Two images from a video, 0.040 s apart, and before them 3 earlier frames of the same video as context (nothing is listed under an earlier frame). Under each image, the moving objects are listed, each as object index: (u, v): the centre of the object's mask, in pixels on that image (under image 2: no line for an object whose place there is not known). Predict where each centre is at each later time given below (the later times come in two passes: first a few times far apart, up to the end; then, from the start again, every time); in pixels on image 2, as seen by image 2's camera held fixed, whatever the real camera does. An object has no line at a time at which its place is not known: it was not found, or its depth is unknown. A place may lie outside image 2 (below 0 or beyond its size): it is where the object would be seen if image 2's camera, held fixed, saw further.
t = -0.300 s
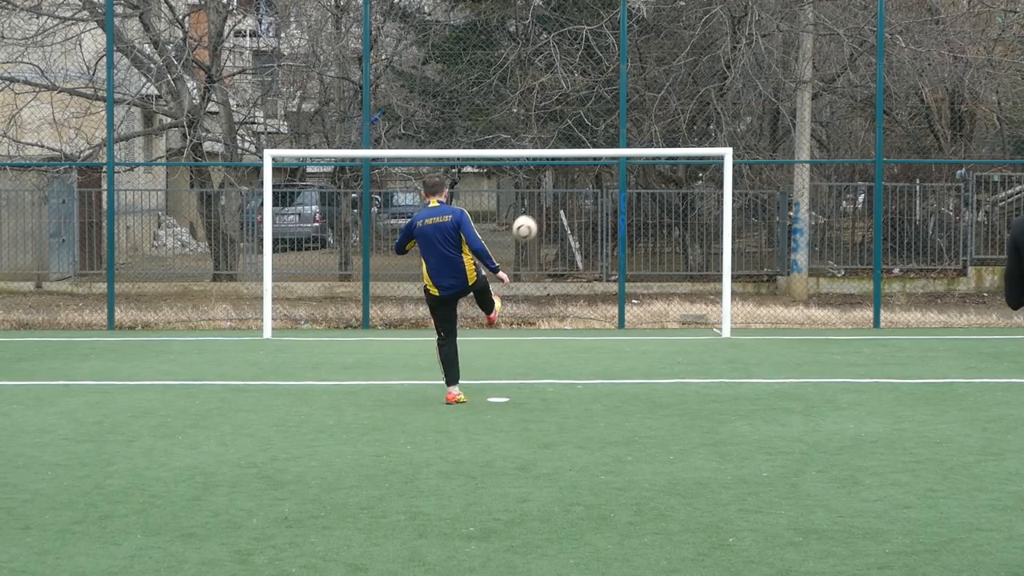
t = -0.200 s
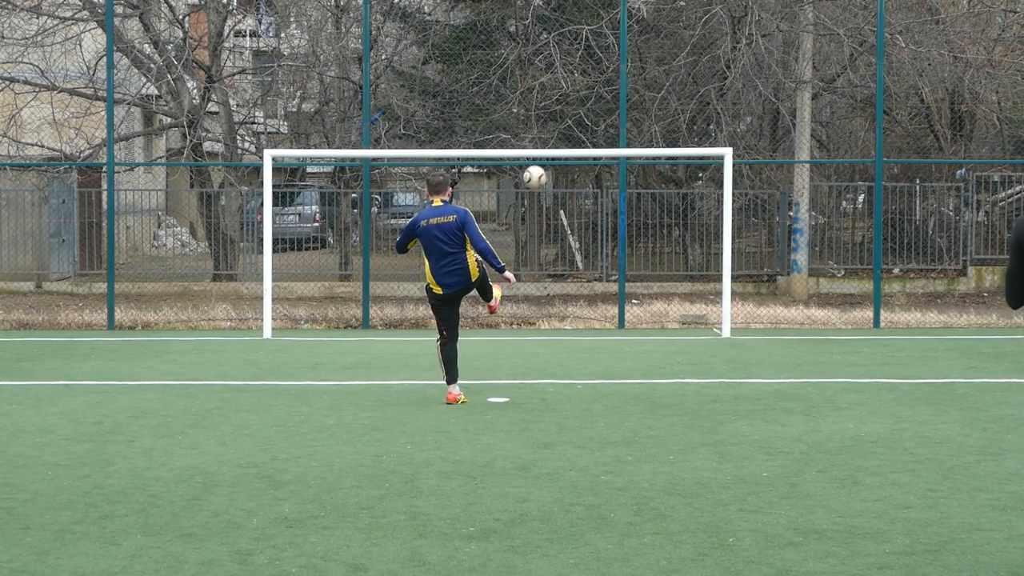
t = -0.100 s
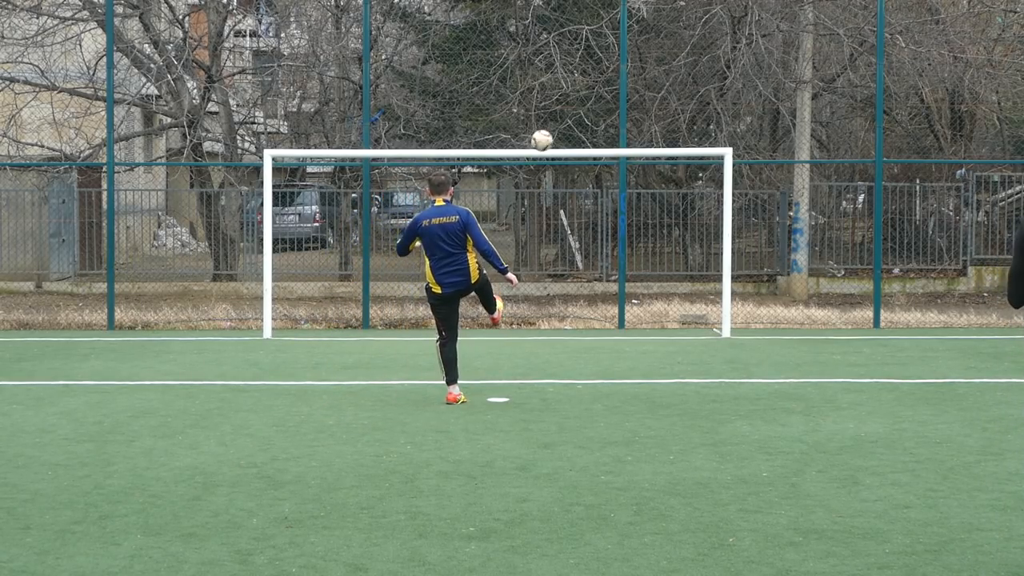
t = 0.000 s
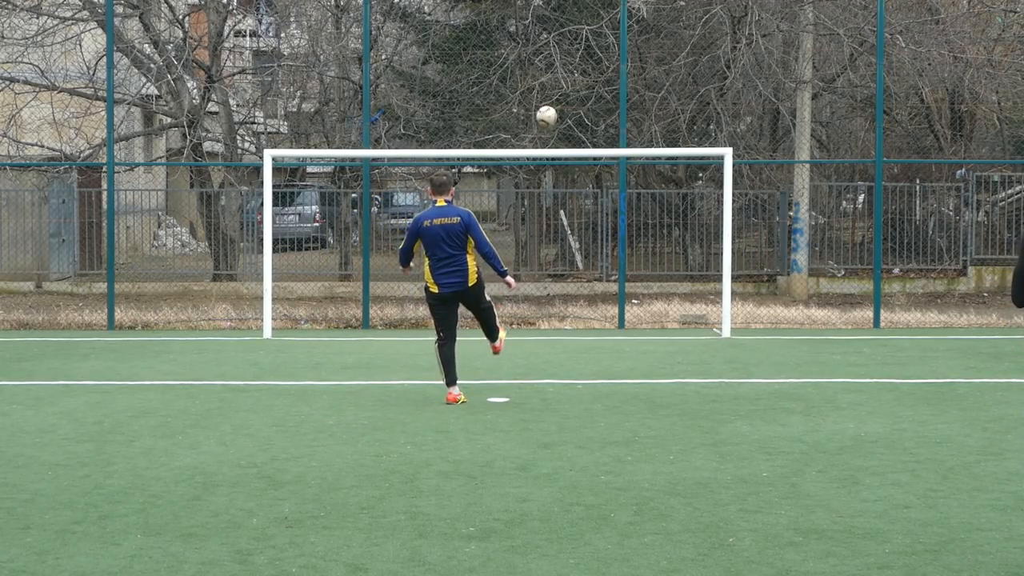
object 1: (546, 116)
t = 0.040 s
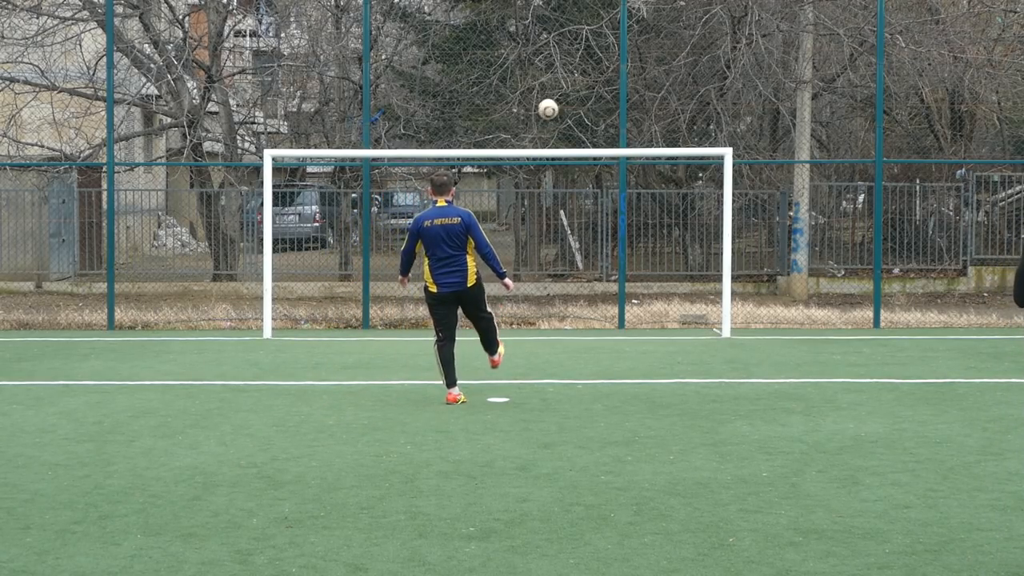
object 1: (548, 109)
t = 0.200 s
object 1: (550, 95)
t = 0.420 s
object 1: (562, 120)
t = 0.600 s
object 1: (570, 170)
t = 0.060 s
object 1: (548, 106)
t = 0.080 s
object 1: (549, 103)
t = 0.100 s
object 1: (549, 101)
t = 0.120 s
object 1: (550, 99)
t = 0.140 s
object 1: (550, 98)
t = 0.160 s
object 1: (550, 97)
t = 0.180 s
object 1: (550, 95)
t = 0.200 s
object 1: (550, 95)
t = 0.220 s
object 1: (551, 96)
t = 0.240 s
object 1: (552, 97)
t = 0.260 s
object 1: (553, 99)
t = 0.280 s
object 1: (555, 100)
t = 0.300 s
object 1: (556, 102)
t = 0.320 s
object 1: (556, 104)
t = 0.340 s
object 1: (558, 106)
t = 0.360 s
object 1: (559, 109)
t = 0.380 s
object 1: (560, 112)
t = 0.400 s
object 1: (560, 116)
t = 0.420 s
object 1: (562, 120)
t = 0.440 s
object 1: (563, 124)
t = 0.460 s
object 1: (564, 129)
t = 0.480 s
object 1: (565, 134)
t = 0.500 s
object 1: (566, 139)
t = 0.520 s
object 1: (567, 142)
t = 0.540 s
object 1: (568, 145)
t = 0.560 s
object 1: (569, 161)
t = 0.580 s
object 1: (569, 165)
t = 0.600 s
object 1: (570, 170)
